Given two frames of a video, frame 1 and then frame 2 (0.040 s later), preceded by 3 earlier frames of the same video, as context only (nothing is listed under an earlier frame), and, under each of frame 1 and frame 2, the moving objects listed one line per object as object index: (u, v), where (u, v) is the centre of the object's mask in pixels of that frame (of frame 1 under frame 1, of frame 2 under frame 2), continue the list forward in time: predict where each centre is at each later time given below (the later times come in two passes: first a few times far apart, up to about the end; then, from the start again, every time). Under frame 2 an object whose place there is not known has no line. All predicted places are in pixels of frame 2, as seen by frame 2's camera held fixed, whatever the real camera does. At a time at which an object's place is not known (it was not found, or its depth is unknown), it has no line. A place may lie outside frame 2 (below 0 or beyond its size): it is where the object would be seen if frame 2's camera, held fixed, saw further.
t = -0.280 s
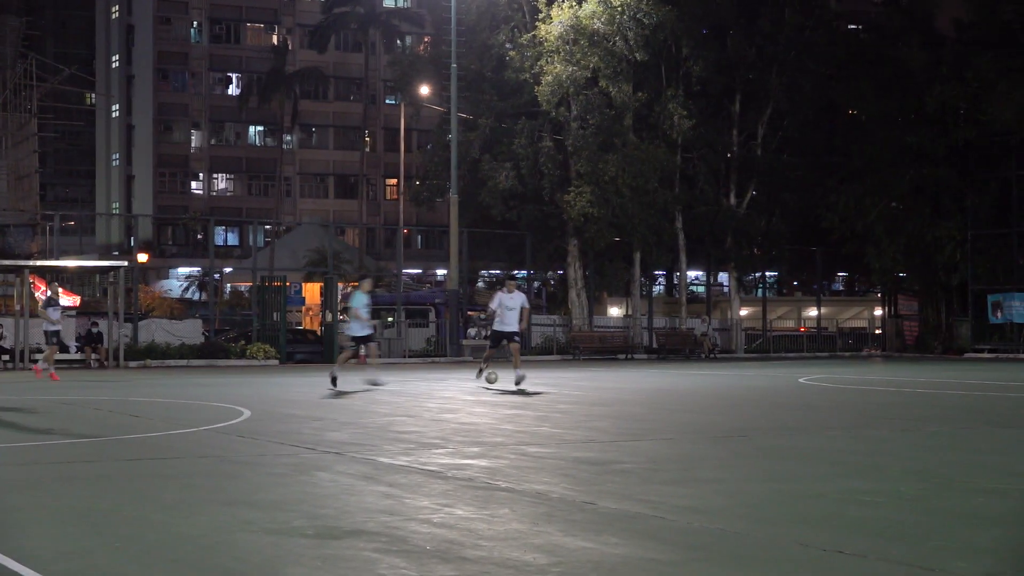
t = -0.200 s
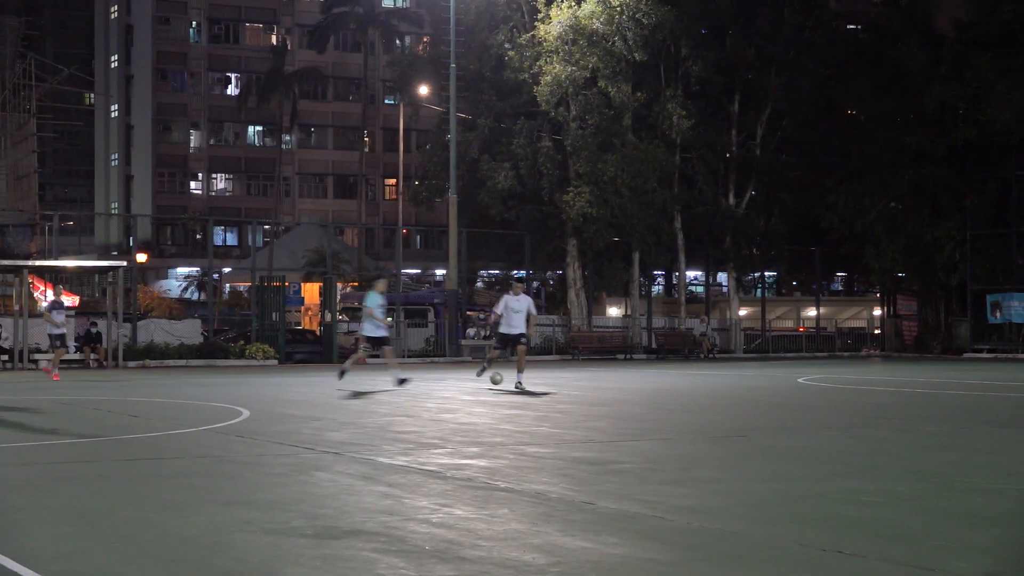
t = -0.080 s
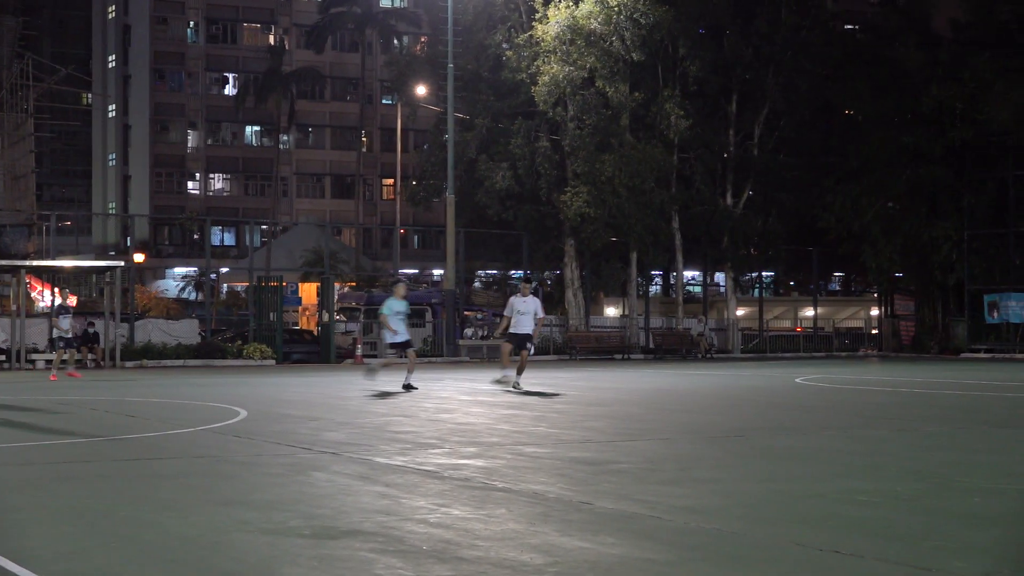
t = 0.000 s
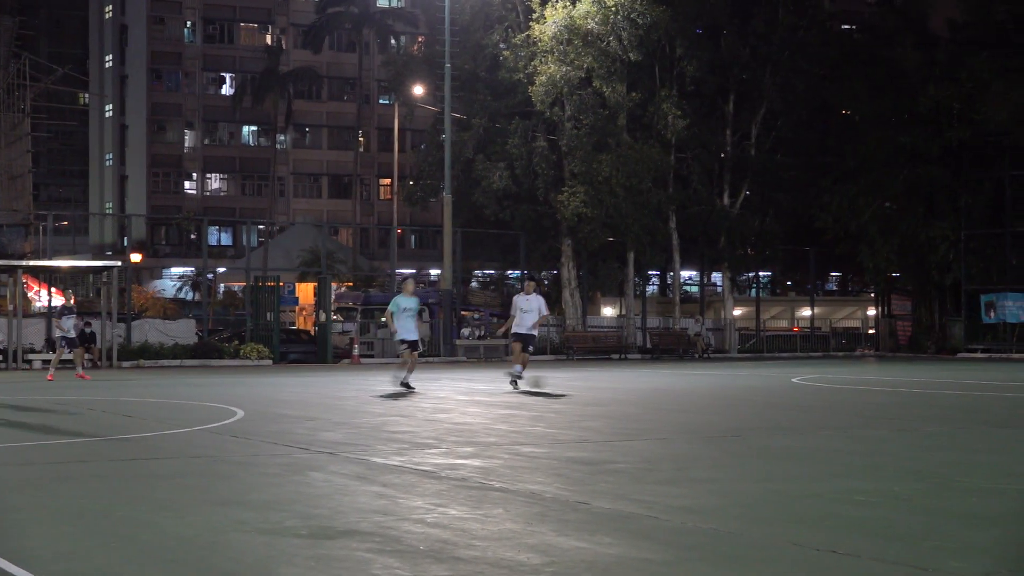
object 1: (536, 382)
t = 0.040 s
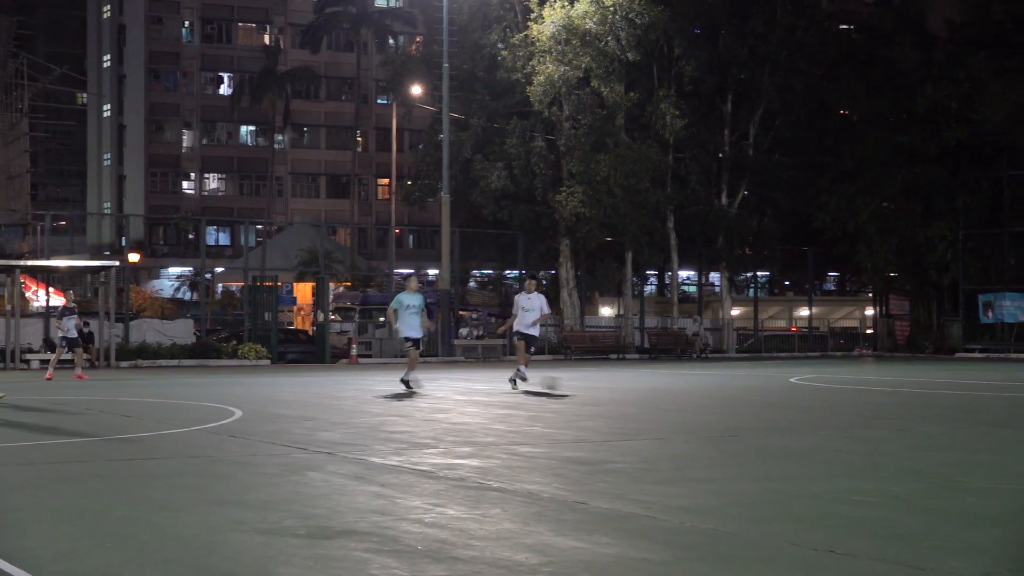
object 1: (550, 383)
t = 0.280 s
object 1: (661, 395)
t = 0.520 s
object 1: (791, 406)
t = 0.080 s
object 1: (567, 386)
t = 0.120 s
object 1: (586, 390)
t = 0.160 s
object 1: (606, 391)
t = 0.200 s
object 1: (623, 391)
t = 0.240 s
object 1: (643, 392)
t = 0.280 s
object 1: (661, 395)
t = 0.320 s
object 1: (684, 399)
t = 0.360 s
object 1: (704, 401)
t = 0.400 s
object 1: (724, 400)
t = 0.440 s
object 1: (746, 400)
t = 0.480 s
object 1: (768, 402)
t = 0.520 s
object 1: (791, 406)
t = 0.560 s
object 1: (815, 411)
